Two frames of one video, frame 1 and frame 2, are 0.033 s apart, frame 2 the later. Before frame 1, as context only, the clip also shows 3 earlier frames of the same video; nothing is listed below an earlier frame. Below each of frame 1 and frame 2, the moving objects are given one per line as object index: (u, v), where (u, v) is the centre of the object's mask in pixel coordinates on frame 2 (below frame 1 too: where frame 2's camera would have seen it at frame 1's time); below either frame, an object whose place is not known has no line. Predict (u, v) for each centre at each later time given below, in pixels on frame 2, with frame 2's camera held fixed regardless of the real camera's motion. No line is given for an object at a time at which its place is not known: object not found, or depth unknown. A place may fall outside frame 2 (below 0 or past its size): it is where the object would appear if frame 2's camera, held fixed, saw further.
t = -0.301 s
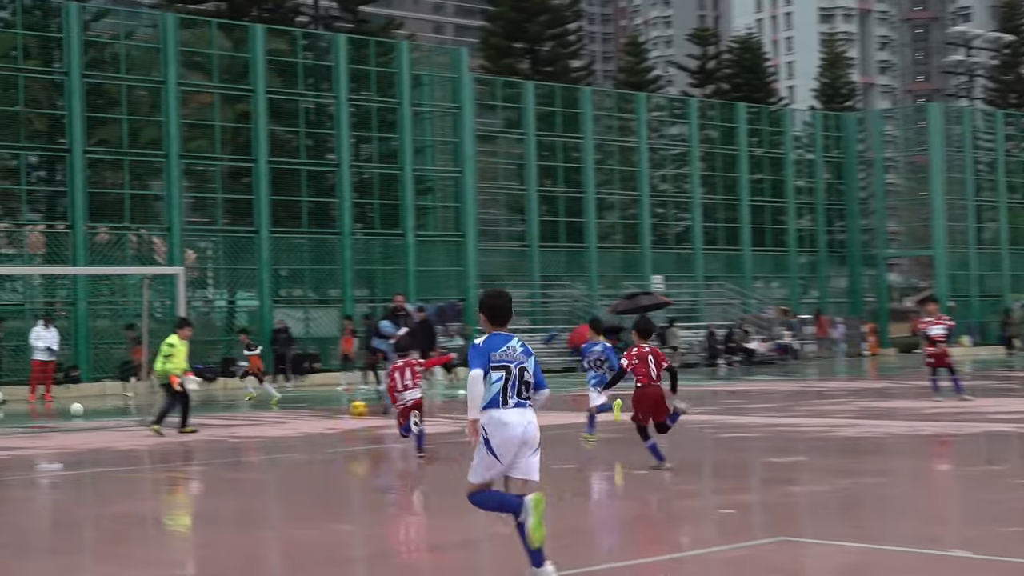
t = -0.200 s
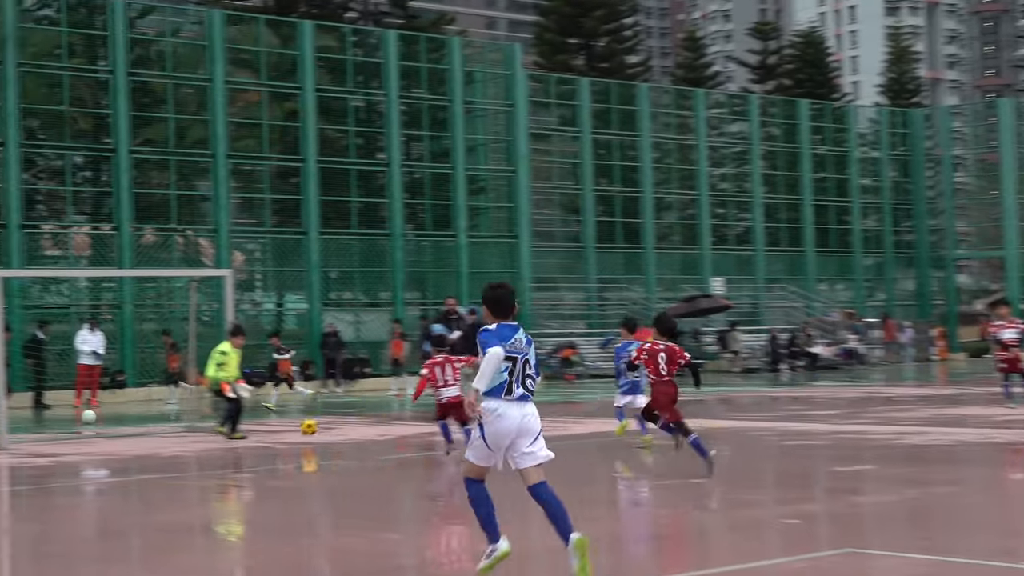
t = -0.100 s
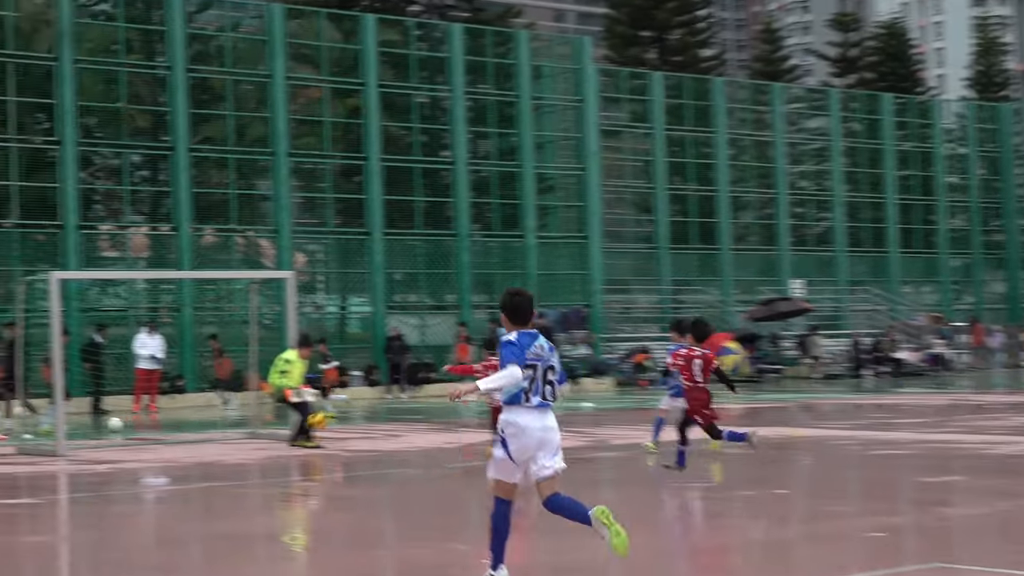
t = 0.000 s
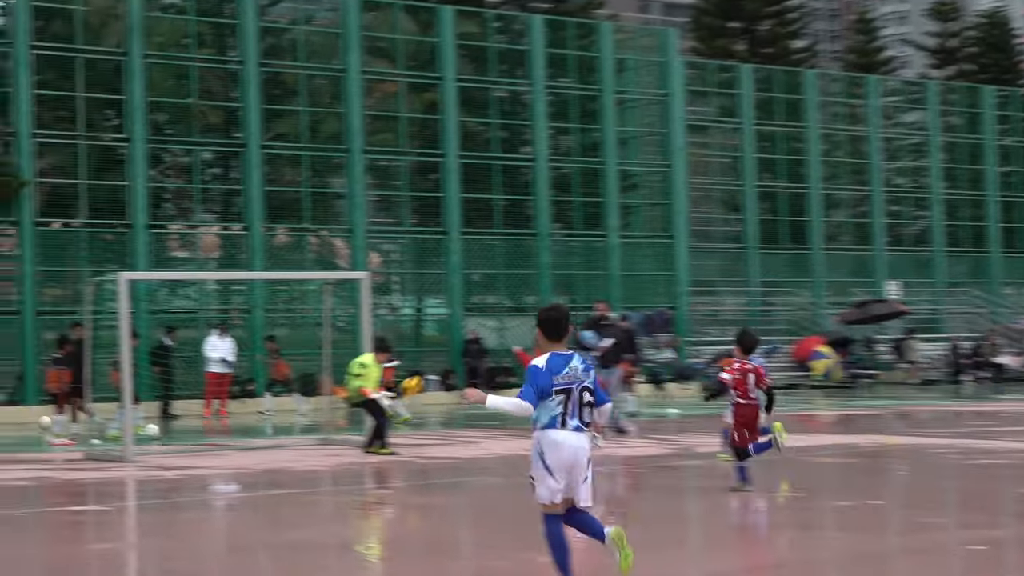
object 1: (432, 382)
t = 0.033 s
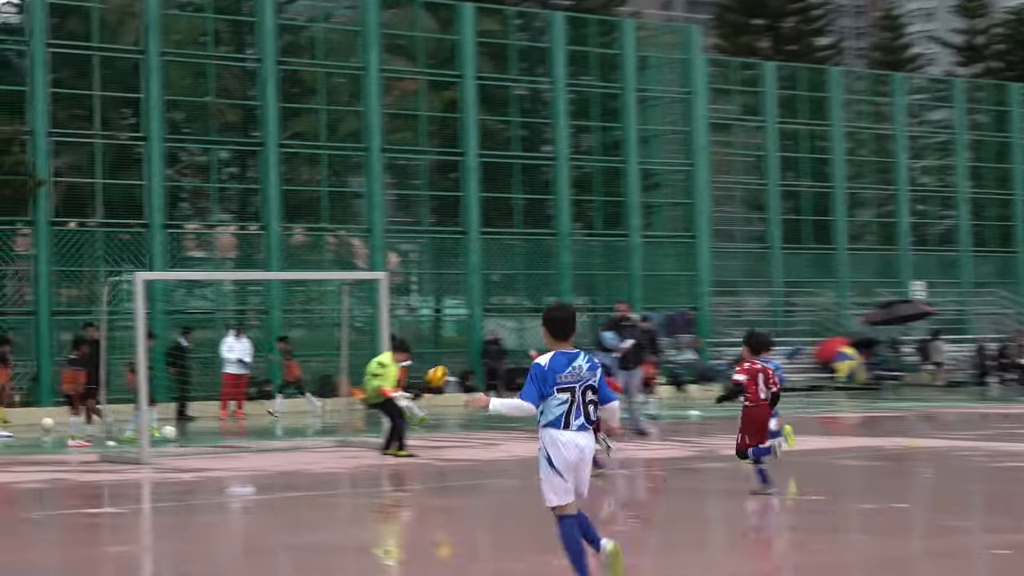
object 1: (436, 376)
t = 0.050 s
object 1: (440, 372)
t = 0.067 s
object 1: (443, 369)
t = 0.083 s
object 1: (446, 365)
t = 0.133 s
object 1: (455, 355)
